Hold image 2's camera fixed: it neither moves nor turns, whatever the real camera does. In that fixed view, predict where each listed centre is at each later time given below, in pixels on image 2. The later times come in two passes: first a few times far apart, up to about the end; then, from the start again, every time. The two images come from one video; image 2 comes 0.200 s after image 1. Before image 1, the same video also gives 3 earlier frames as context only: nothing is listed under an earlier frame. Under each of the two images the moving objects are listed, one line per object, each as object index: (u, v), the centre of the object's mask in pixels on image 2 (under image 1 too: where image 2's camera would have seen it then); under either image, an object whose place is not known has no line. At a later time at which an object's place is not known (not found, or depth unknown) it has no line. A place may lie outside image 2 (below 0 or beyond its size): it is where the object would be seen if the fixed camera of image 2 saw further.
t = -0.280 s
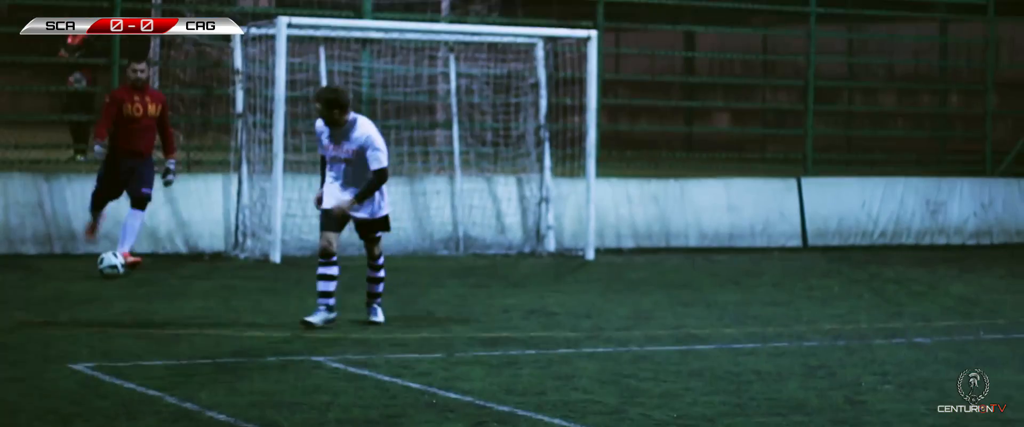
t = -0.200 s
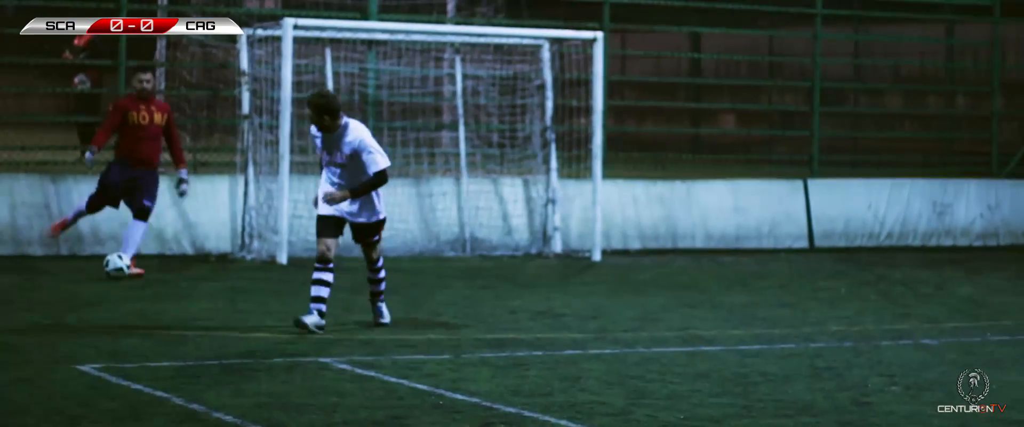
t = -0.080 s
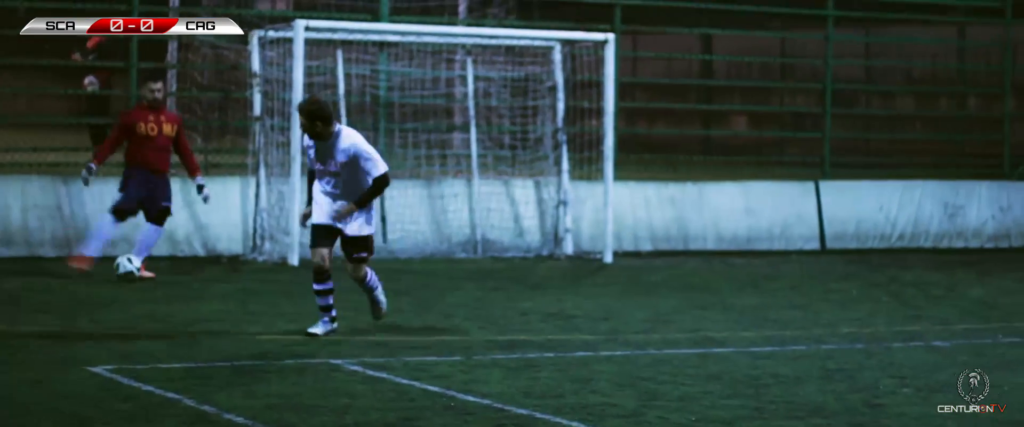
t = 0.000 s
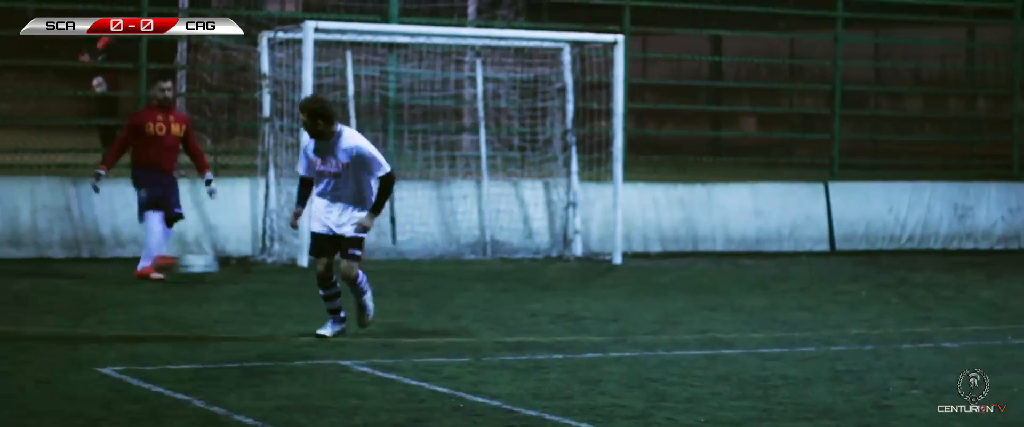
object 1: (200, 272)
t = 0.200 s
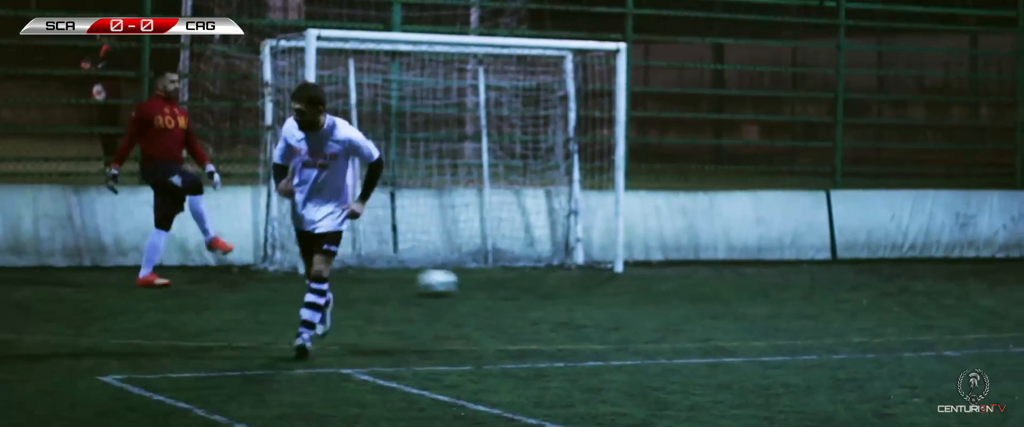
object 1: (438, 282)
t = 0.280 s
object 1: (524, 284)
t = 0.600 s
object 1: (822, 288)
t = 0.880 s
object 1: (1019, 288)
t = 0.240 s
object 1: (481, 281)
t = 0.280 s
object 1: (524, 284)
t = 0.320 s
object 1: (566, 284)
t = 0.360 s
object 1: (606, 285)
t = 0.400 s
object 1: (645, 286)
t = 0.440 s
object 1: (683, 286)
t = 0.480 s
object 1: (719, 287)
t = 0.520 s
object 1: (755, 287)
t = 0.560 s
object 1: (789, 288)
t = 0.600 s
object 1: (822, 288)
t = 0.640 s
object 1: (853, 287)
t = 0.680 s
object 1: (884, 287)
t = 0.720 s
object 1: (913, 288)
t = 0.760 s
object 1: (941, 287)
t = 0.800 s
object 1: (968, 288)
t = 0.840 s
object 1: (994, 288)
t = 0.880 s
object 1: (1019, 288)
